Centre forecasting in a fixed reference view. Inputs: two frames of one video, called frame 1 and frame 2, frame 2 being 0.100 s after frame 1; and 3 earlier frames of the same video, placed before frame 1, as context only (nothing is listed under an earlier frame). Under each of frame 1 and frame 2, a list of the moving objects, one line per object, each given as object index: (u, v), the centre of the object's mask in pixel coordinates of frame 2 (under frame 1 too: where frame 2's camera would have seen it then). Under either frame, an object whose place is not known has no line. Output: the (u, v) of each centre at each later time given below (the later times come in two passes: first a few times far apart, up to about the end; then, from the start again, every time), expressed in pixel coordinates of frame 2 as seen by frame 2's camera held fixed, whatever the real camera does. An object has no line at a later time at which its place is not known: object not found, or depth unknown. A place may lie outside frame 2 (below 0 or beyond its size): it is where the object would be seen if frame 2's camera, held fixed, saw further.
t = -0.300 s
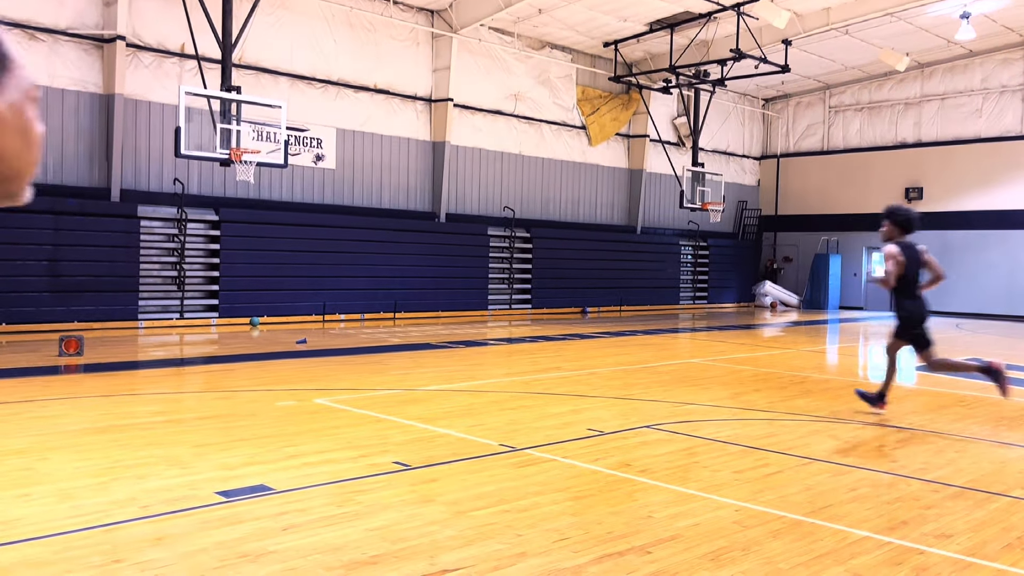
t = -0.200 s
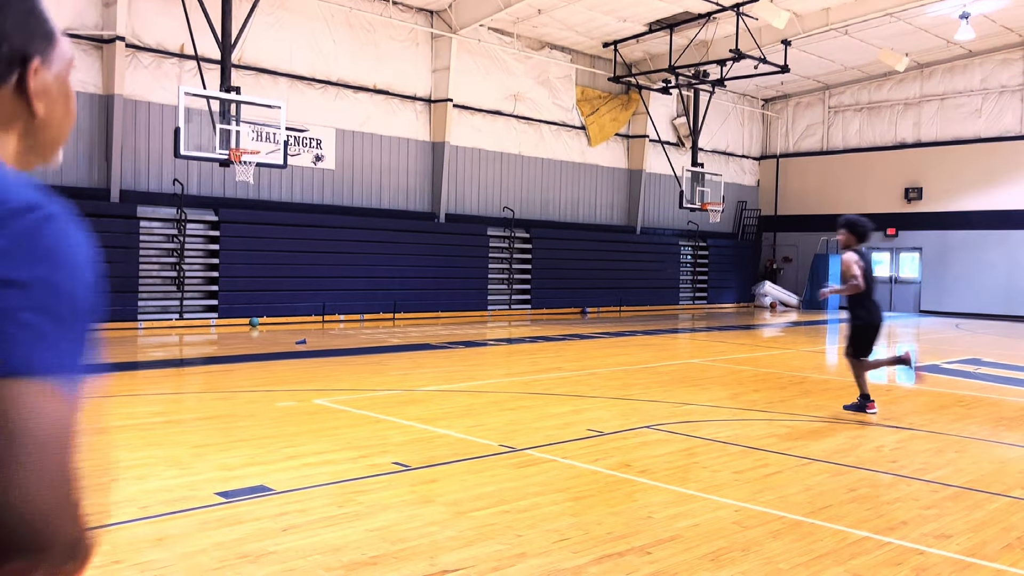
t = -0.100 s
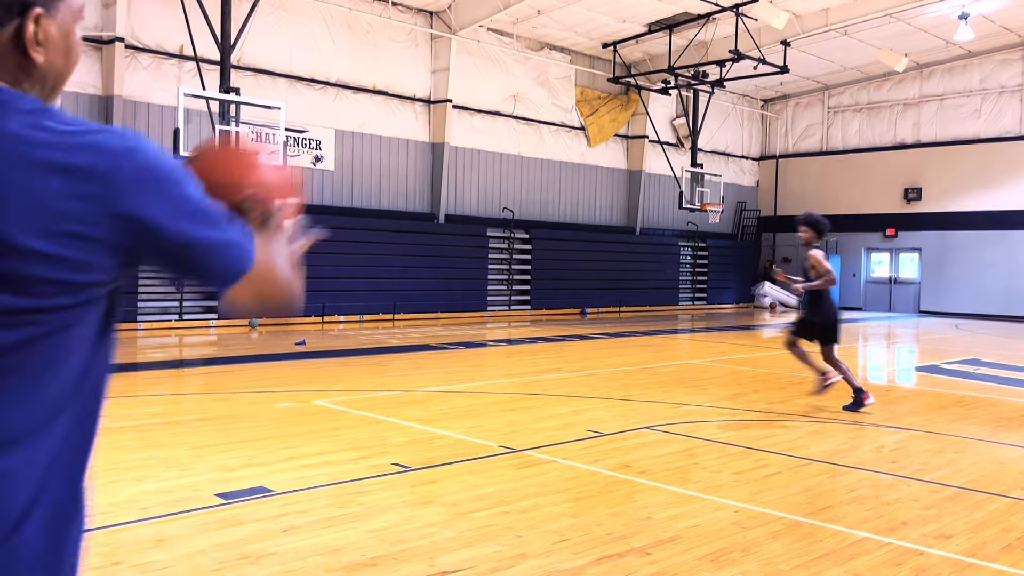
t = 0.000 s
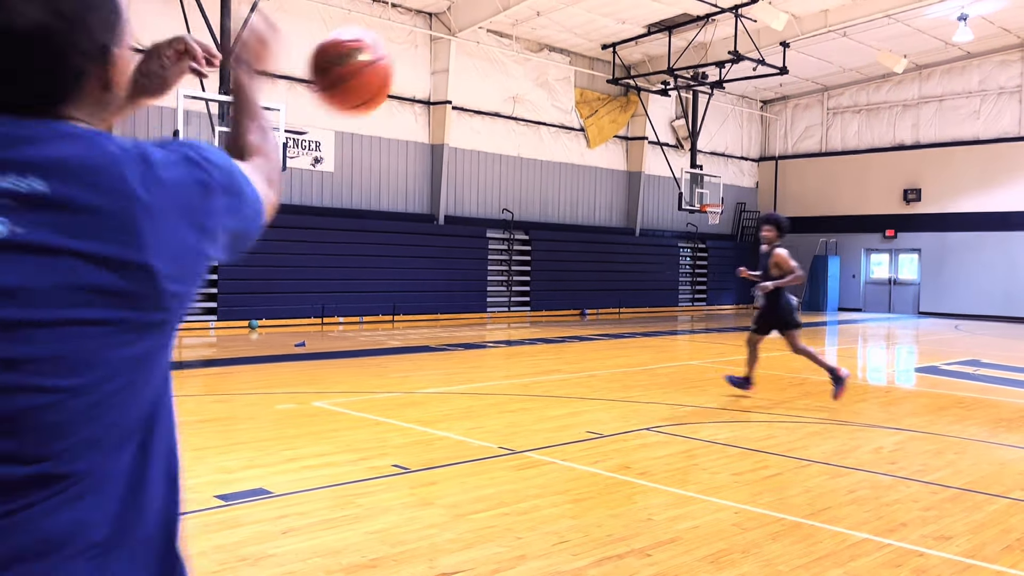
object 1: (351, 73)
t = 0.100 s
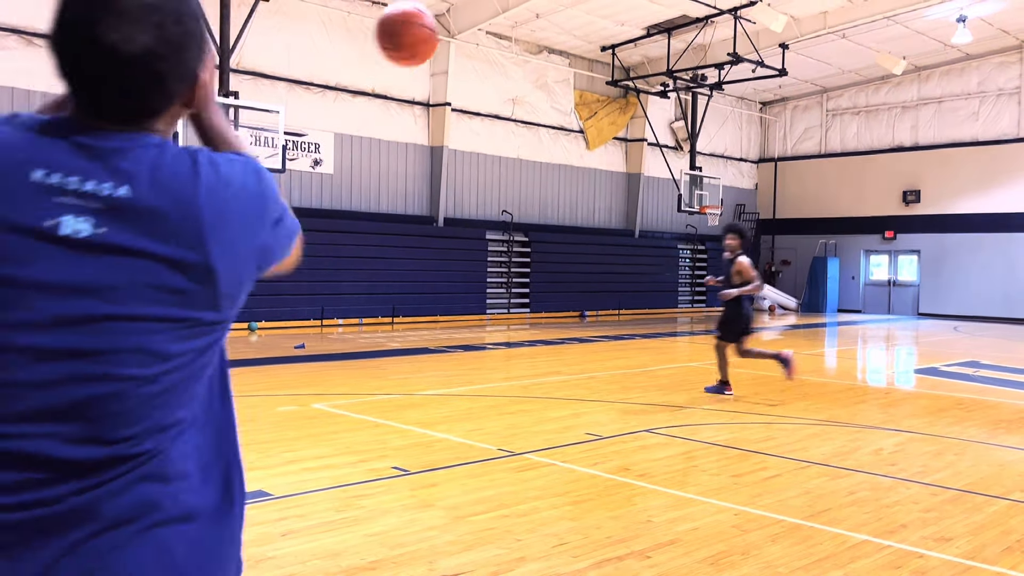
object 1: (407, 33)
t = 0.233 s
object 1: (449, 31)
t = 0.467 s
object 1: (486, 83)
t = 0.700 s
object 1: (504, 162)
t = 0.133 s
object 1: (421, 29)
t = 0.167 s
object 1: (431, 27)
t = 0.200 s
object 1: (441, 28)
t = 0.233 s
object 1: (449, 31)
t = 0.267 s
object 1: (456, 35)
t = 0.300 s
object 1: (463, 40)
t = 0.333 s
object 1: (468, 47)
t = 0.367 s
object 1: (474, 55)
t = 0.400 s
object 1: (478, 63)
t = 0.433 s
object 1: (482, 73)
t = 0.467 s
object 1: (486, 83)
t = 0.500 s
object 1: (489, 94)
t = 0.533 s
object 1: (492, 105)
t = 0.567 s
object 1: (495, 116)
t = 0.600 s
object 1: (497, 127)
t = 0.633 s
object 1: (500, 140)
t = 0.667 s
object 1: (502, 151)
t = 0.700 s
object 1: (504, 162)
